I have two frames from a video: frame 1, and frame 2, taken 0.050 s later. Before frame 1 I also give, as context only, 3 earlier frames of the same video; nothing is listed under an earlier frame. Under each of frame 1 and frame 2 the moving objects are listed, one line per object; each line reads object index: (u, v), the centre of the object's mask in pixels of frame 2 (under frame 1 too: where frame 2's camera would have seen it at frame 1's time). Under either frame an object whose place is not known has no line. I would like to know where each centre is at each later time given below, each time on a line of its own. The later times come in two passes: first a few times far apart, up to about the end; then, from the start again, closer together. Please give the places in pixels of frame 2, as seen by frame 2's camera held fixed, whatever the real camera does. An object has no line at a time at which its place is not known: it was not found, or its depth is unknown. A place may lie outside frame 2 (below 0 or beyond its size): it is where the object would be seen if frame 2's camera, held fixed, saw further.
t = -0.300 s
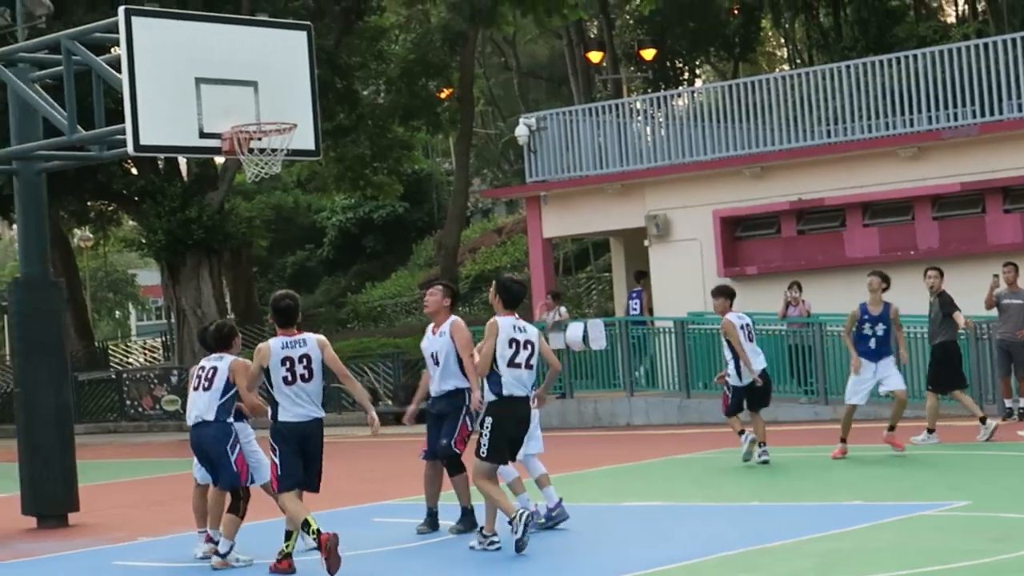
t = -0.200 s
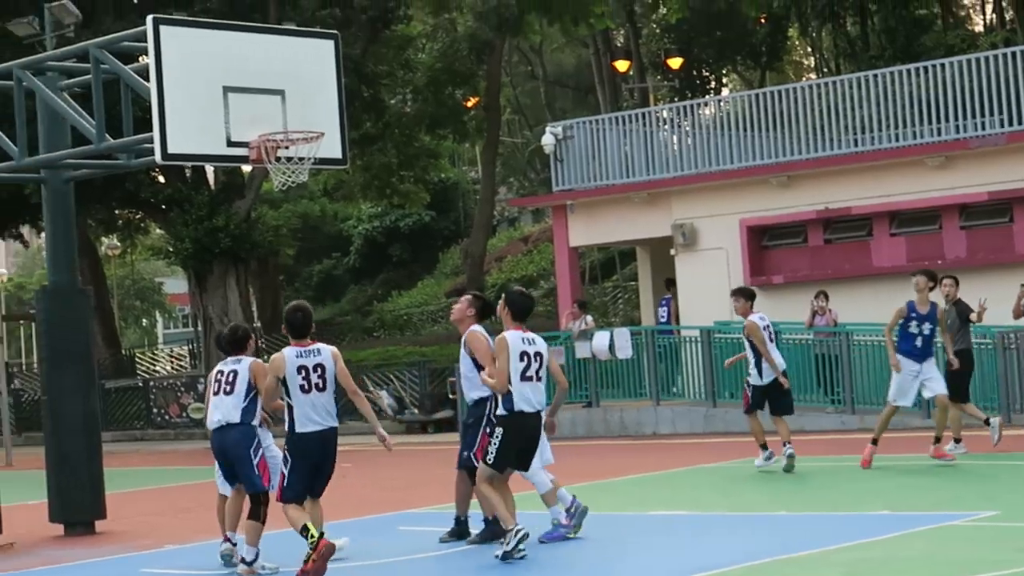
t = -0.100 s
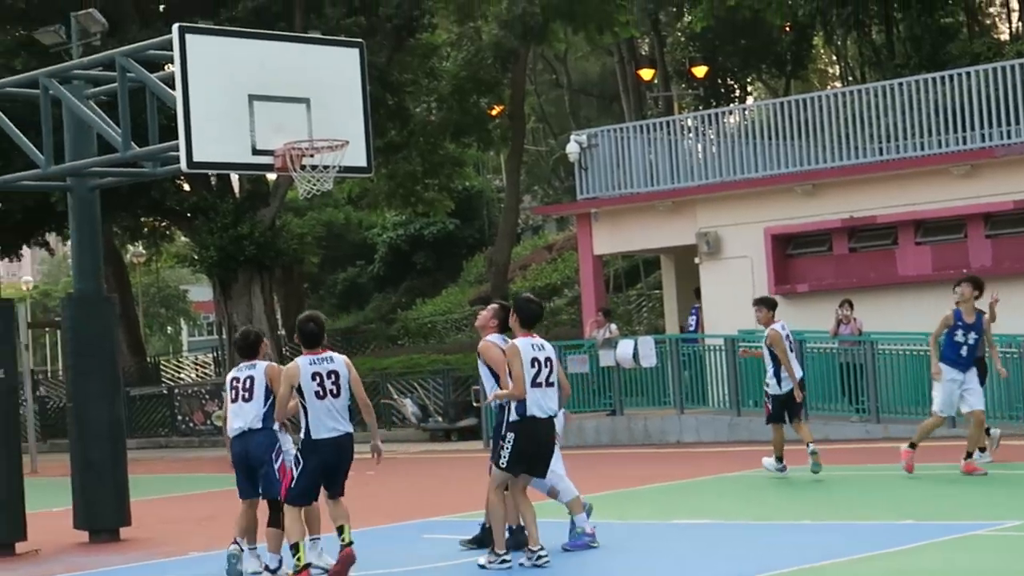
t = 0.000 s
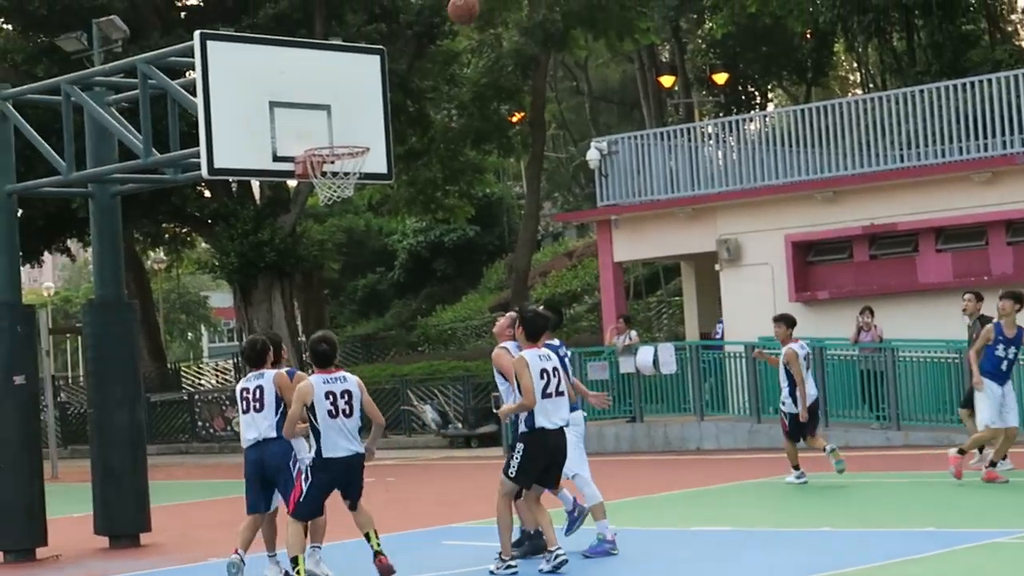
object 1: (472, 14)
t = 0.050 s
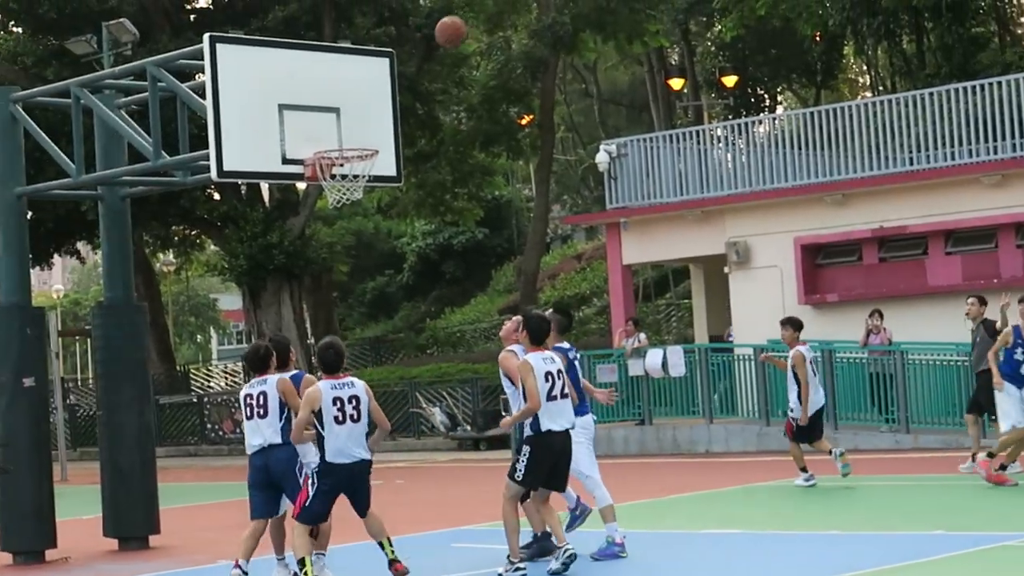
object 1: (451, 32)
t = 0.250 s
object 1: (364, 133)
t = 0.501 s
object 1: (280, 125)
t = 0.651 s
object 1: (235, 158)
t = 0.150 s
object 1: (407, 84)
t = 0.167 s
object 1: (400, 94)
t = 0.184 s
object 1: (393, 105)
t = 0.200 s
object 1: (384, 116)
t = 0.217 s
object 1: (376, 128)
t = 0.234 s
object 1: (370, 136)
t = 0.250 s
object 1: (364, 133)
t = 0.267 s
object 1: (358, 130)
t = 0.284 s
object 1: (353, 127)
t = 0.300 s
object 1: (347, 125)
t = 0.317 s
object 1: (342, 123)
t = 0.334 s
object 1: (336, 122)
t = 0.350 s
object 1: (331, 120)
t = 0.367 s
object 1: (325, 119)
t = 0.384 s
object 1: (320, 118)
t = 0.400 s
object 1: (314, 118)
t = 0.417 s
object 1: (308, 118)
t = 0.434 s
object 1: (303, 119)
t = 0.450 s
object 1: (298, 120)
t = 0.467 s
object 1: (292, 121)
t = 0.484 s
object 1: (286, 122)
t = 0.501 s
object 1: (280, 125)
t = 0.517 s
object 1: (275, 127)
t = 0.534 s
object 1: (270, 130)
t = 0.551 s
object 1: (264, 133)
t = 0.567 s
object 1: (259, 137)
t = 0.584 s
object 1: (253, 140)
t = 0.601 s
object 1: (248, 145)
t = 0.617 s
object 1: (243, 150)
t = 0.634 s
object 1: (237, 155)
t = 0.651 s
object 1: (235, 158)
